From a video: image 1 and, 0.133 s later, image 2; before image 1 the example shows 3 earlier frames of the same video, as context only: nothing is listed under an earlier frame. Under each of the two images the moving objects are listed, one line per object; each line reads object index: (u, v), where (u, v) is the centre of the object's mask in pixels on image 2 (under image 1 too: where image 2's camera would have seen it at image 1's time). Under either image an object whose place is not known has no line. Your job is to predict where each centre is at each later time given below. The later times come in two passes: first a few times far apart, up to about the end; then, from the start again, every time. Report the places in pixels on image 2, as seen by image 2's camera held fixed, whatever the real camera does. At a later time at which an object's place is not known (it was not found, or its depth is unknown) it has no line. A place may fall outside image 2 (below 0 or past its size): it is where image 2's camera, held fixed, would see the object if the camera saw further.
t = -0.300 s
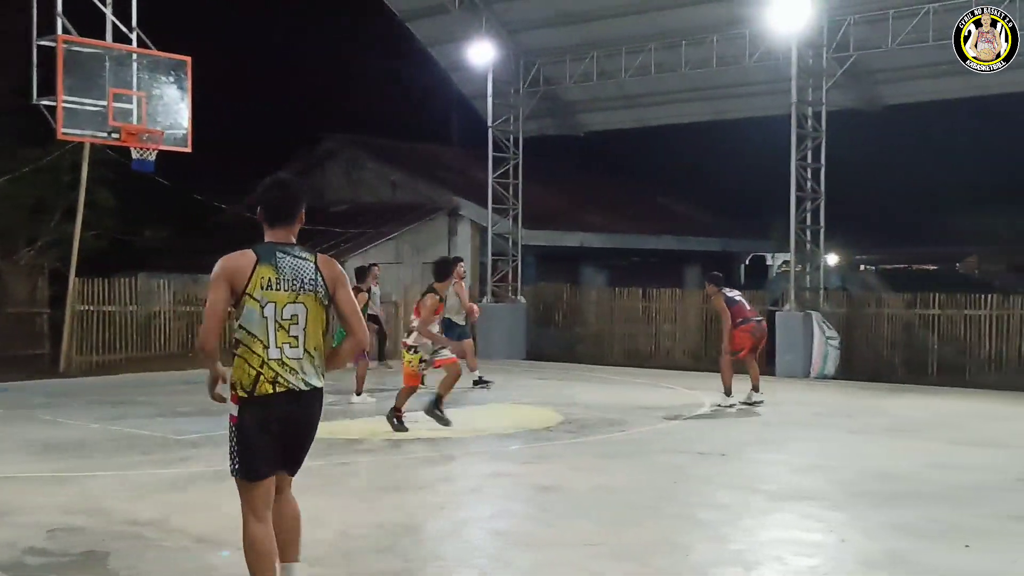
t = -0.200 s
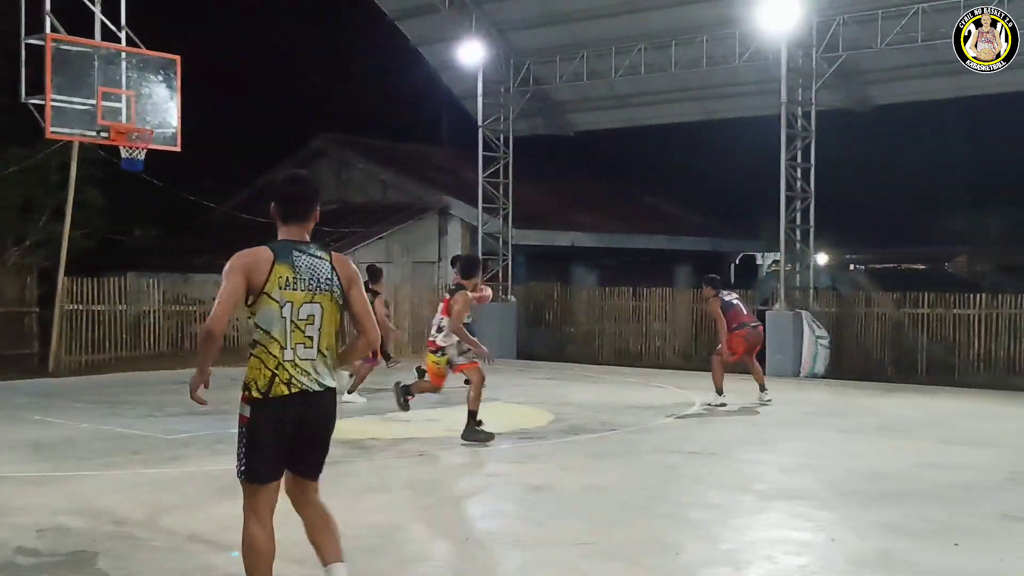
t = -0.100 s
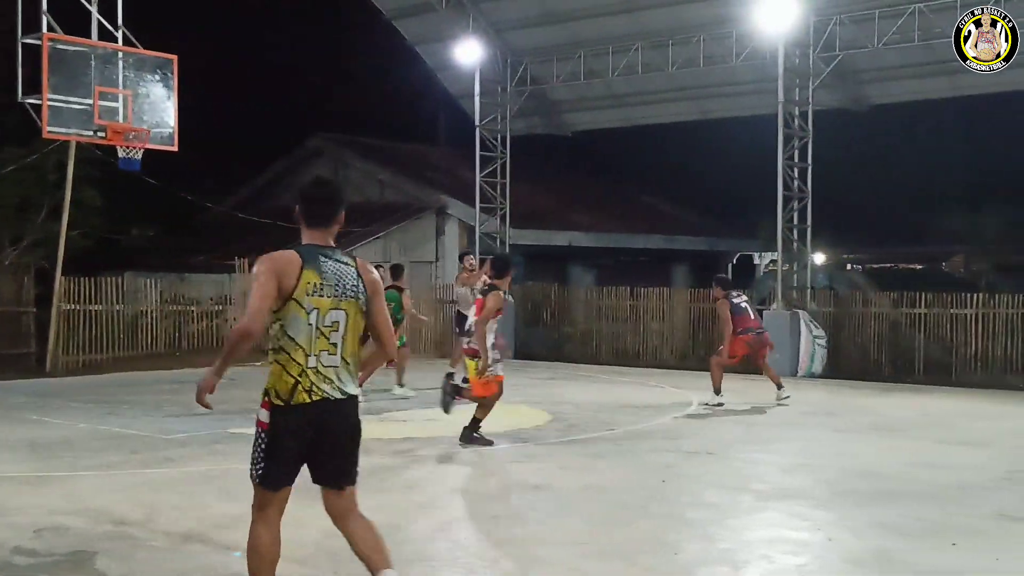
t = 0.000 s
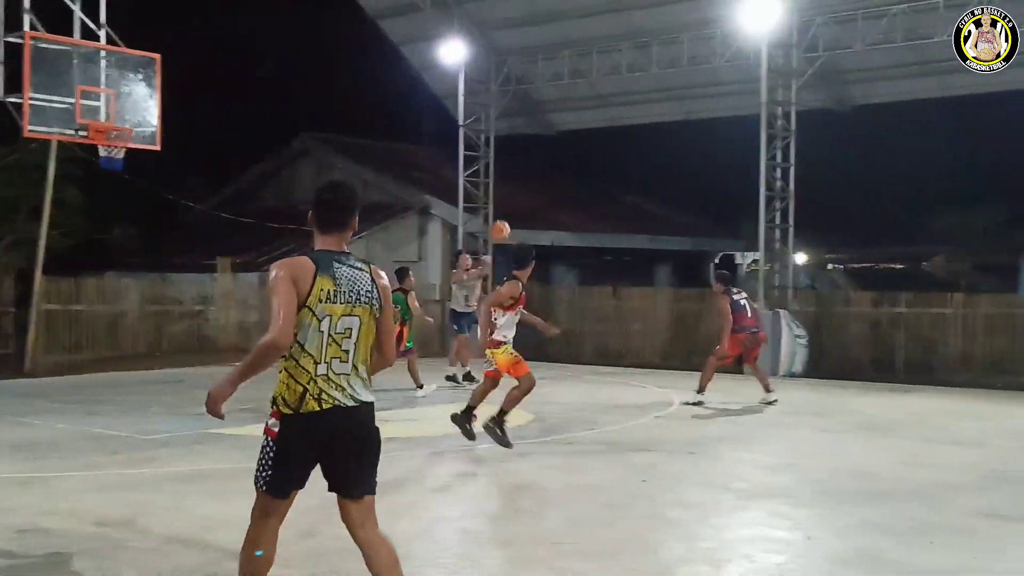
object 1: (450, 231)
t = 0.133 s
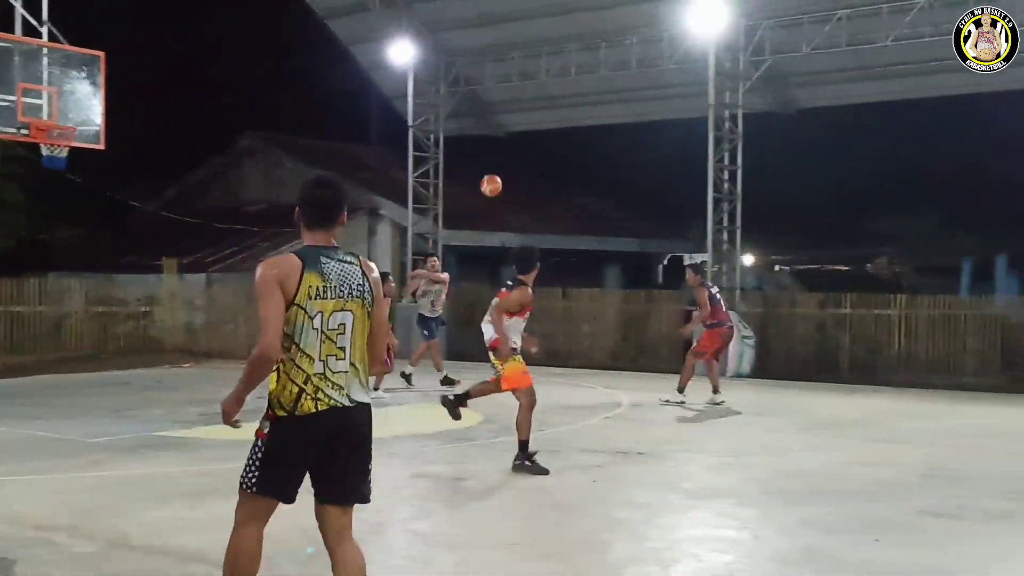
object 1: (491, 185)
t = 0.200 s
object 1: (514, 166)
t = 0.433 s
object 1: (608, 119)
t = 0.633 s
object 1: (712, 113)
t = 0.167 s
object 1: (502, 175)
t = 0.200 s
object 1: (514, 166)
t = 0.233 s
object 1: (526, 157)
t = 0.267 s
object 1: (538, 149)
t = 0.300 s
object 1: (551, 141)
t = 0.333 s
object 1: (564, 135)
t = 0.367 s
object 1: (579, 128)
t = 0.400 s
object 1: (593, 123)
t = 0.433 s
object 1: (608, 119)
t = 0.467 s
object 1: (624, 115)
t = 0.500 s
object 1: (640, 113)
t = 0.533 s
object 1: (657, 111)
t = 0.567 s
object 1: (675, 111)
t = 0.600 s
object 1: (693, 112)
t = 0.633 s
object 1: (712, 113)
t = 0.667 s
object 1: (732, 118)
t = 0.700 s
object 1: (753, 122)
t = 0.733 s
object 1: (775, 128)
